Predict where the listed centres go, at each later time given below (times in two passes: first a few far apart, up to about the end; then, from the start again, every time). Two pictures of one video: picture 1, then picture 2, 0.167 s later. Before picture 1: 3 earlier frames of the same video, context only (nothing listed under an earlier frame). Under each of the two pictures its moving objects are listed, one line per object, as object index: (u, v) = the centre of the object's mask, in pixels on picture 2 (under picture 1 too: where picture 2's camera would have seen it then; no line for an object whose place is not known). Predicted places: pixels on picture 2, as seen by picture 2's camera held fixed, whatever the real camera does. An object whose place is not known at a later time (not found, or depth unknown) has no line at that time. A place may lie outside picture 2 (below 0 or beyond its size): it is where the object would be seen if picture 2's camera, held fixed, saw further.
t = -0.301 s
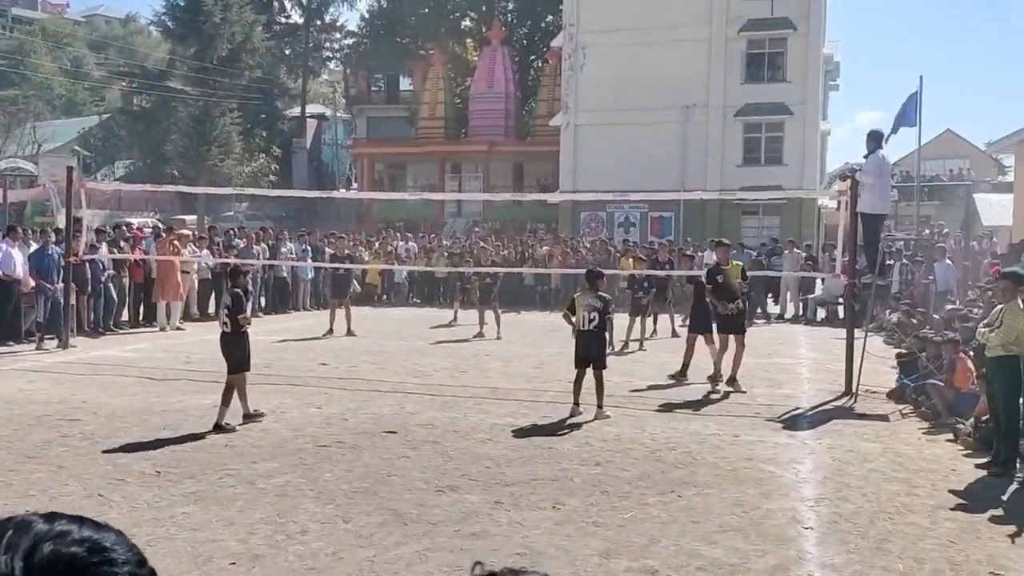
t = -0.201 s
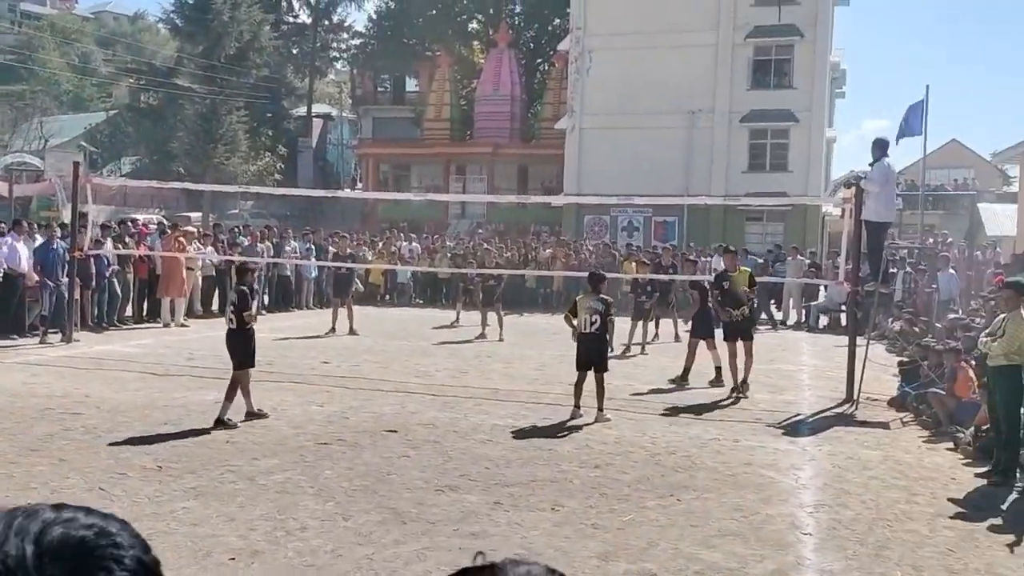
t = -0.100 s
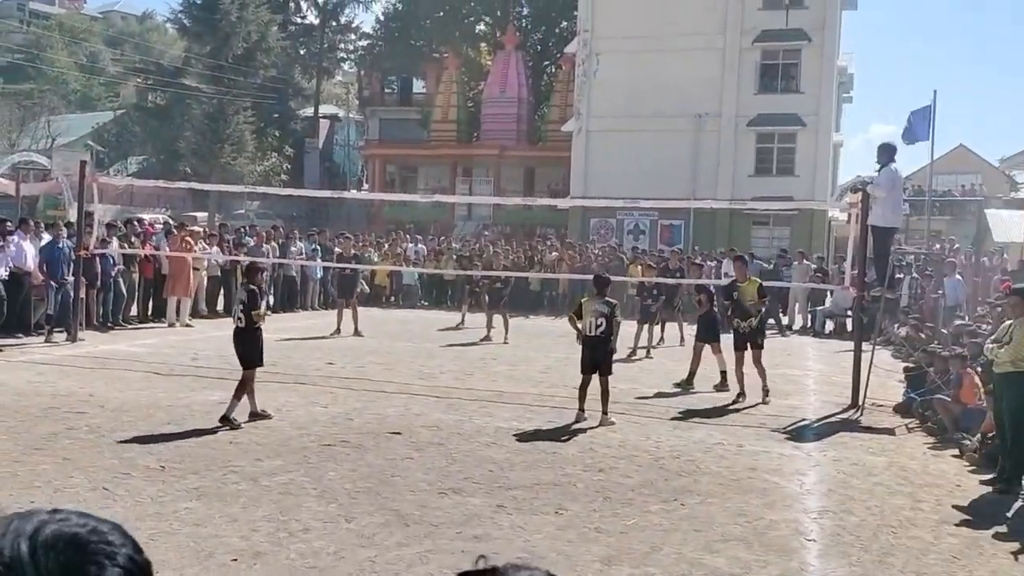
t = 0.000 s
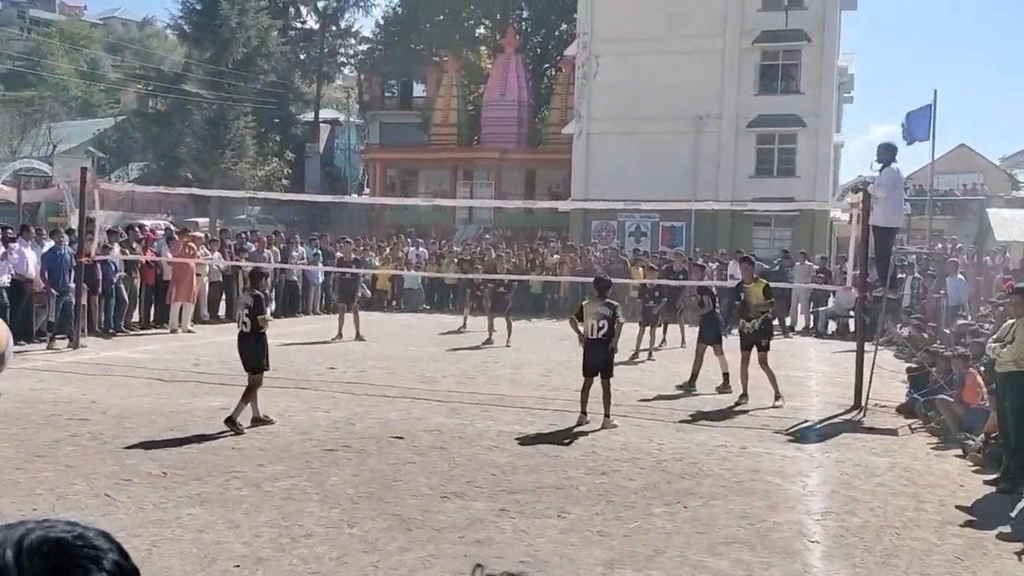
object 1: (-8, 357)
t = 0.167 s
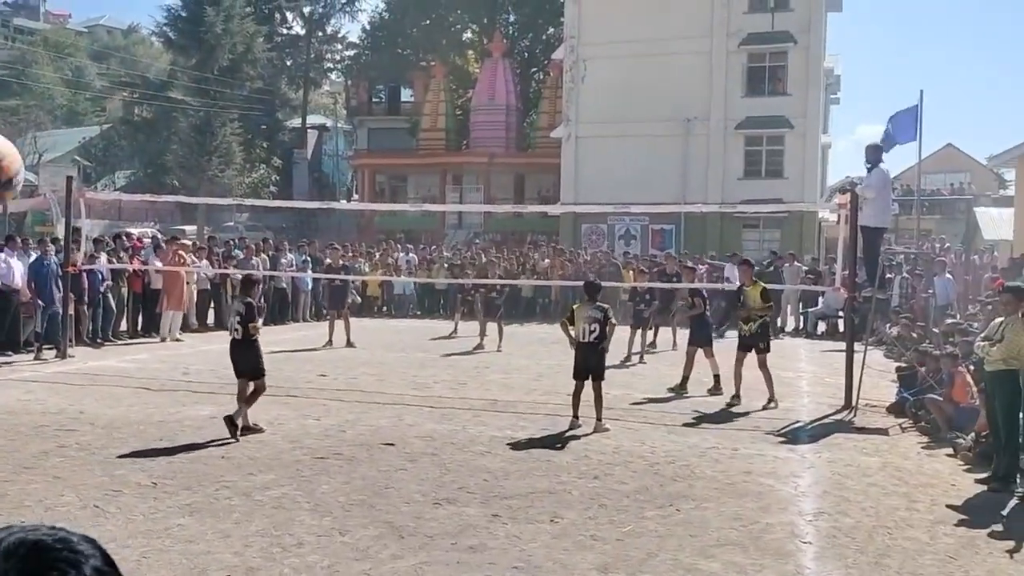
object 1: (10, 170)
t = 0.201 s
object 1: (13, 146)
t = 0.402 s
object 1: (29, 86)
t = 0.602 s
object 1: (44, 167)
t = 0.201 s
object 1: (13, 146)
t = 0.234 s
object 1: (15, 126)
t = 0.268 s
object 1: (19, 110)
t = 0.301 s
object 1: (22, 98)
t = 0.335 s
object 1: (24, 90)
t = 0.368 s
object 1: (27, 86)
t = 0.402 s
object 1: (29, 86)
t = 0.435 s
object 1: (31, 90)
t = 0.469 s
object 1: (33, 98)
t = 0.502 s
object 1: (35, 109)
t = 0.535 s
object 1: (38, 125)
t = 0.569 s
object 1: (41, 144)
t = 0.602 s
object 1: (44, 167)
